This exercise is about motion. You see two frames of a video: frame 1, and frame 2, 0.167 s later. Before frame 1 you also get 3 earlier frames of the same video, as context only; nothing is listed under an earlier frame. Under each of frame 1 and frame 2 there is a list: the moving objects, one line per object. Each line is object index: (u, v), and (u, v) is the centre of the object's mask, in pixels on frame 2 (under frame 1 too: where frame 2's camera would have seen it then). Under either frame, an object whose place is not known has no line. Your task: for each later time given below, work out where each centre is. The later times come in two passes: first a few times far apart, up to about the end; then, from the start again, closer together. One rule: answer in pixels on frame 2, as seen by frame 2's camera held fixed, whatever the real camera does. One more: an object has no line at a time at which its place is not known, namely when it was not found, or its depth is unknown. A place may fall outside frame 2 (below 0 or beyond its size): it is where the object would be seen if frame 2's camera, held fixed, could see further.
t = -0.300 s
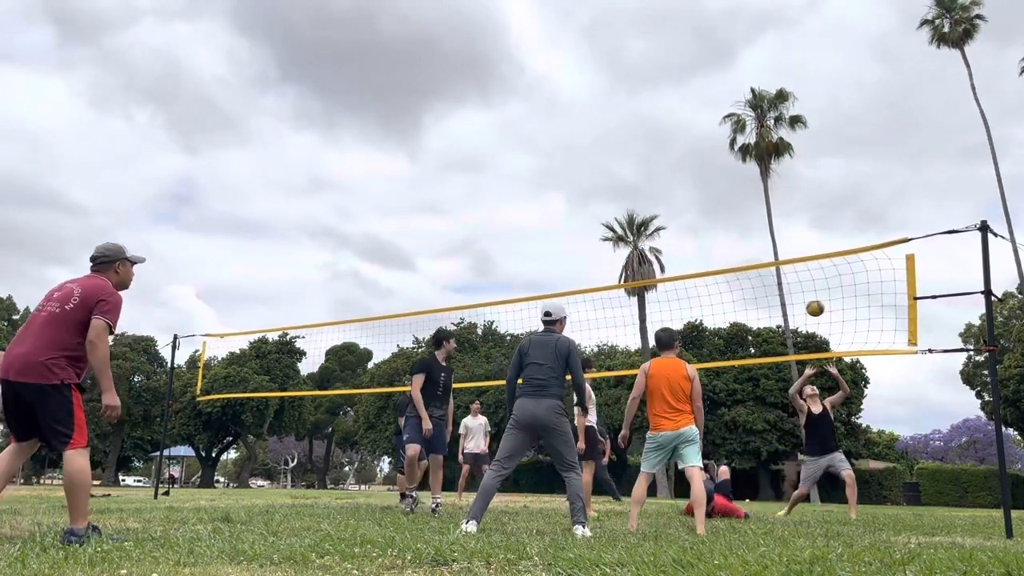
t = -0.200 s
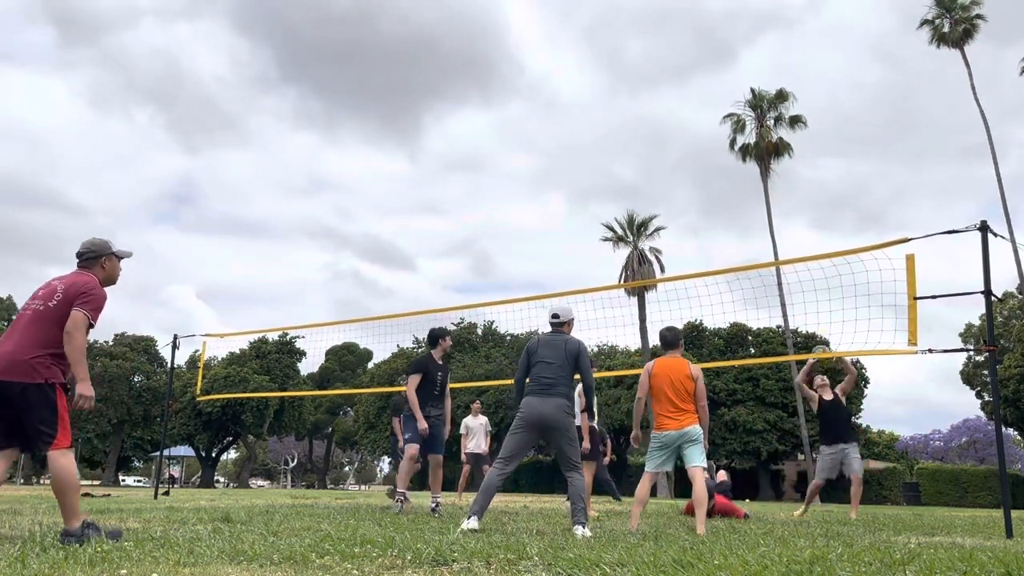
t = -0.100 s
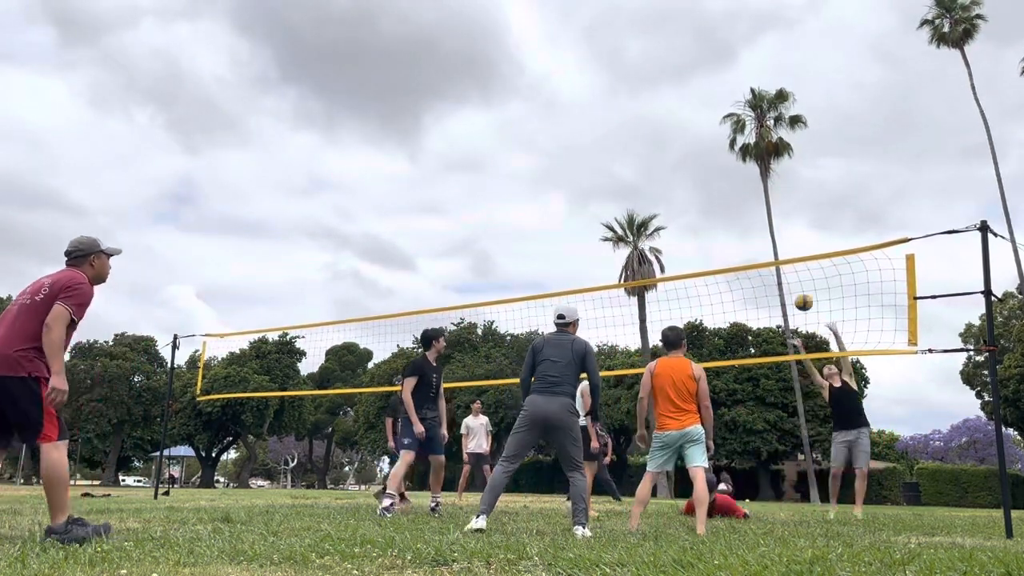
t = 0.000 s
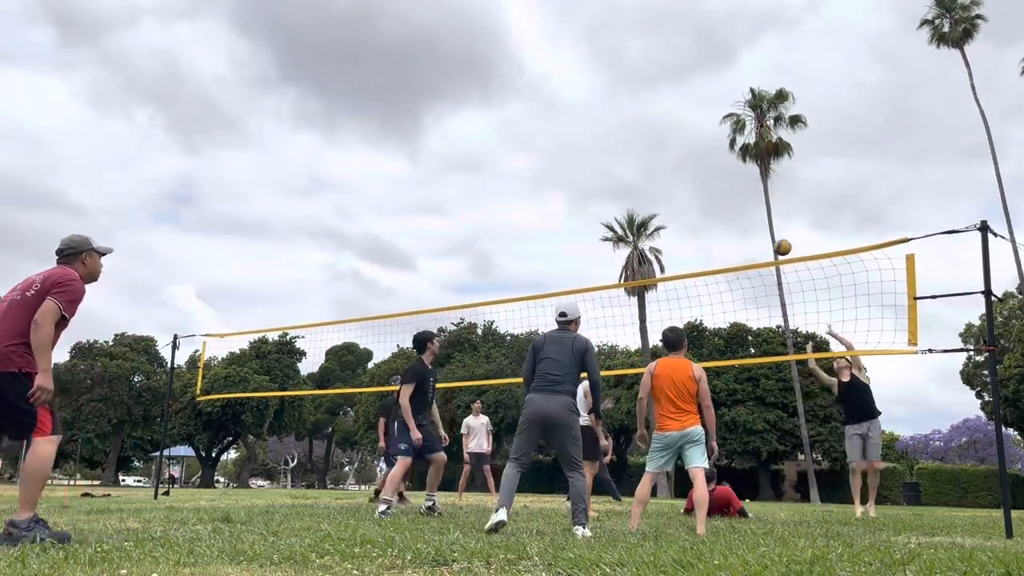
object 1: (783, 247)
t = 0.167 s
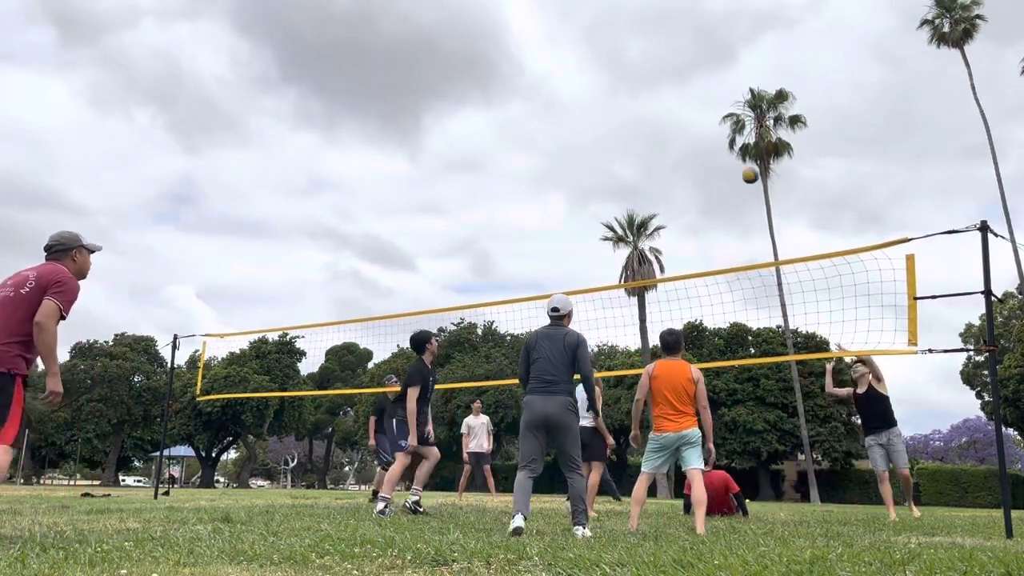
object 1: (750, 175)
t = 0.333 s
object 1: (721, 127)
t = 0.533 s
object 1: (687, 98)
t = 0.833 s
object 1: (639, 108)
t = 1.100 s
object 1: (597, 169)
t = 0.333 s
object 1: (721, 127)
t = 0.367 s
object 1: (716, 120)
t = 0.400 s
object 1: (710, 114)
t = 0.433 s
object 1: (704, 109)
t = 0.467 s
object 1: (699, 104)
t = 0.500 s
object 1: (693, 101)
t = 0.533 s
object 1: (687, 98)
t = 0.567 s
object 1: (682, 96)
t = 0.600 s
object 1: (677, 95)
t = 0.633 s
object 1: (671, 94)
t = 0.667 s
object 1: (666, 94)
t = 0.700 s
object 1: (660, 95)
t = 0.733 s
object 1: (655, 97)
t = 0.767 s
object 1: (649, 100)
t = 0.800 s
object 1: (644, 103)
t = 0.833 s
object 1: (639, 108)
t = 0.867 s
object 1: (633, 112)
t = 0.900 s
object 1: (628, 118)
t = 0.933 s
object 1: (623, 125)
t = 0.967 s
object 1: (617, 132)
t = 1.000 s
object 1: (612, 140)
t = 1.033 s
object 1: (607, 149)
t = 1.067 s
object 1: (602, 158)
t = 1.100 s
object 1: (597, 169)
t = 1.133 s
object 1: (592, 180)
